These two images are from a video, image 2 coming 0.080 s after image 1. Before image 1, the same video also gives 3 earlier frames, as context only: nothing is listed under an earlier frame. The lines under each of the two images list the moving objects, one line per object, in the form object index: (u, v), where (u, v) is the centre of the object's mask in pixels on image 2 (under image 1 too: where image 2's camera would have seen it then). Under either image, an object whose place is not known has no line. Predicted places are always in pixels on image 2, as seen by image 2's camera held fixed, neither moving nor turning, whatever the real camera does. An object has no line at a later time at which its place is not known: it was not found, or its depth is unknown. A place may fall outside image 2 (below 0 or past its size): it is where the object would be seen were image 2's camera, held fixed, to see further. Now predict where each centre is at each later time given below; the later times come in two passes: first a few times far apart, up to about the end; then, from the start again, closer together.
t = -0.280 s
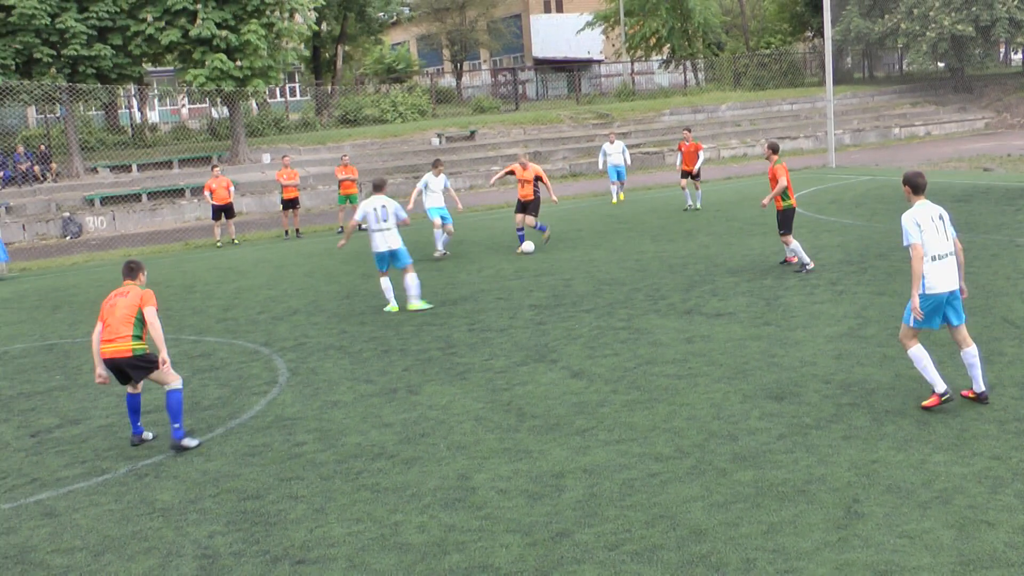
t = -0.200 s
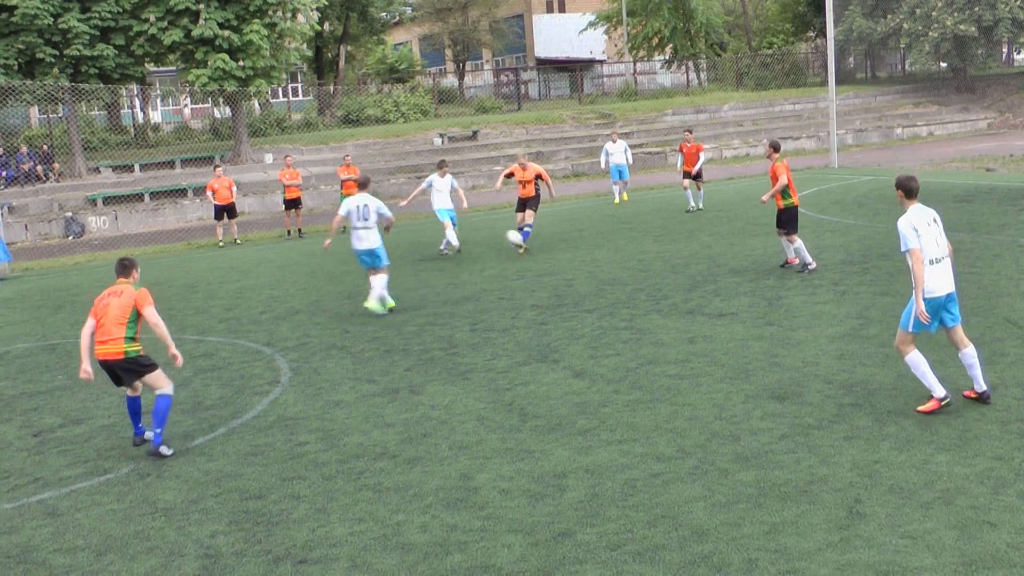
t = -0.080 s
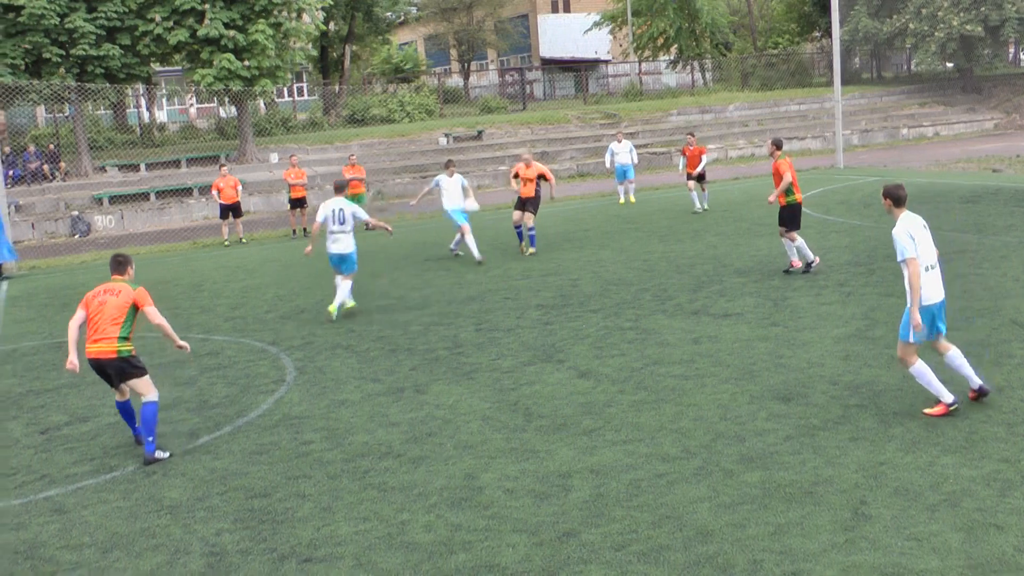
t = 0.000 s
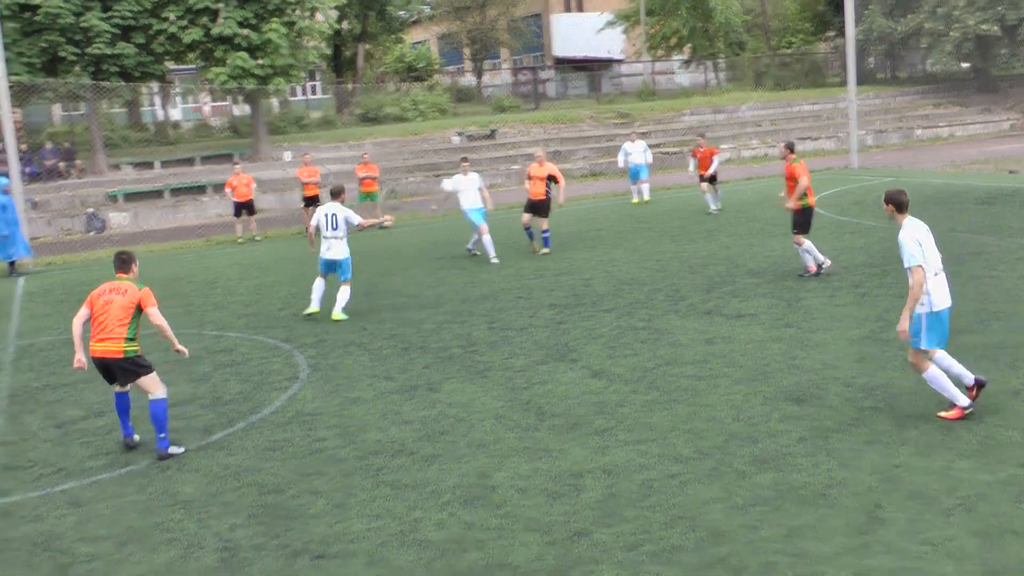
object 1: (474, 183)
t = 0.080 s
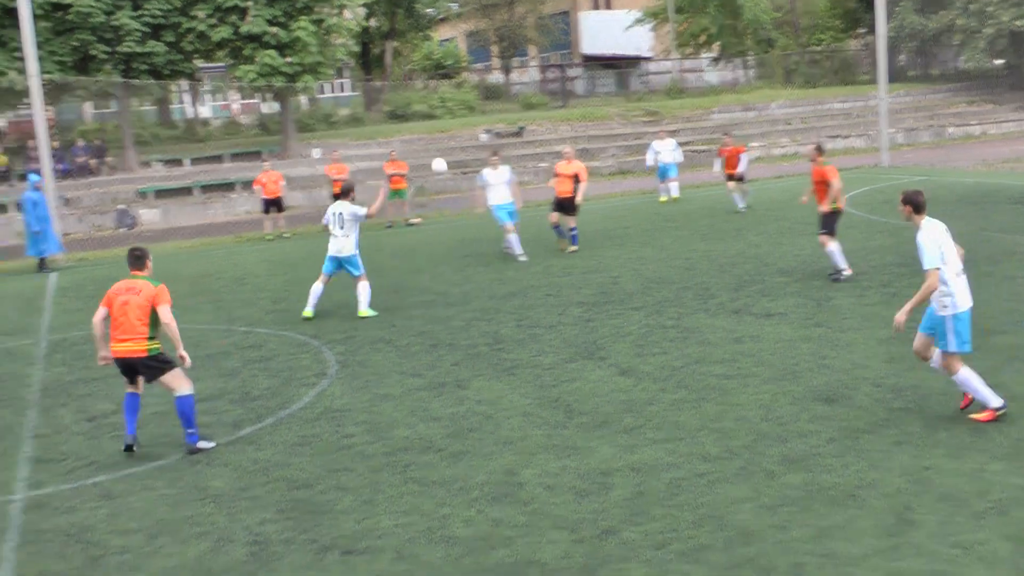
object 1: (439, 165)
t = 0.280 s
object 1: (333, 134)
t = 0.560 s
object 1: (137, 129)
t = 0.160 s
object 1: (399, 151)
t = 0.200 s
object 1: (378, 144)
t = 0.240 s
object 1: (357, 138)
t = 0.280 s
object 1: (333, 134)
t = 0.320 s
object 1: (309, 129)
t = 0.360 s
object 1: (285, 126)
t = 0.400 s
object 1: (259, 124)
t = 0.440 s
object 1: (231, 124)
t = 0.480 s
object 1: (201, 124)
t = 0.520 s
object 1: (170, 126)
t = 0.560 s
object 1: (137, 129)
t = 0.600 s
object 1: (102, 134)
